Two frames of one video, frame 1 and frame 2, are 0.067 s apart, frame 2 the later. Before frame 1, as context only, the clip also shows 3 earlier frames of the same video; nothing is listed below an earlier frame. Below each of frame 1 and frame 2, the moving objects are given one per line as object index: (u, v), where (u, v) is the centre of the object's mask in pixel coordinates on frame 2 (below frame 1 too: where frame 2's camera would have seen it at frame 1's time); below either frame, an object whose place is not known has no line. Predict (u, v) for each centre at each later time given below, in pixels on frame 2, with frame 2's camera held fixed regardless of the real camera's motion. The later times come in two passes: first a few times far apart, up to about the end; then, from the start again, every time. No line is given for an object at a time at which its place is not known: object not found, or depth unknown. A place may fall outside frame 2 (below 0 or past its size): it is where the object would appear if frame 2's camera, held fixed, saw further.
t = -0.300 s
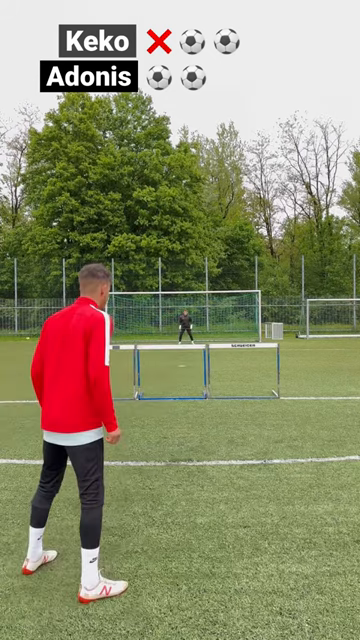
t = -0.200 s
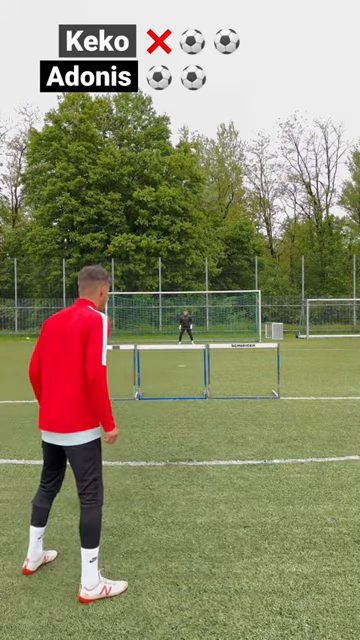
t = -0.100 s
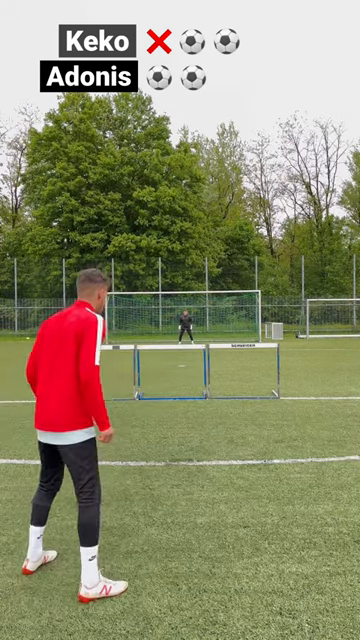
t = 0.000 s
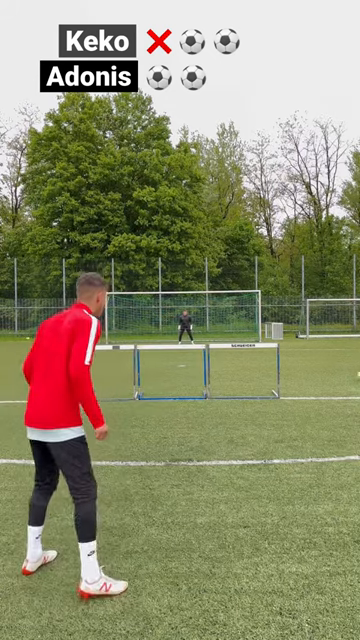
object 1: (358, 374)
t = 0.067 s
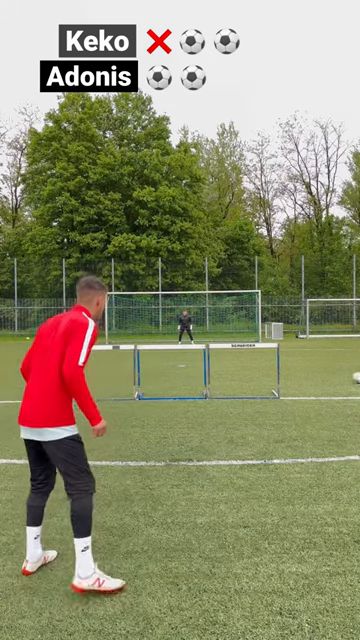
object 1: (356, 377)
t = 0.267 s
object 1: (344, 384)
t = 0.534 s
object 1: (325, 393)
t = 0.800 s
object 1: (302, 403)
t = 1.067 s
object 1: (272, 415)
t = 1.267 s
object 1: (246, 427)
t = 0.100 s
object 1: (355, 379)
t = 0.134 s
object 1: (353, 380)
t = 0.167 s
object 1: (351, 381)
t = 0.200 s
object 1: (349, 381)
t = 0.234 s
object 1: (347, 383)
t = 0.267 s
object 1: (344, 384)
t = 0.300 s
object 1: (342, 385)
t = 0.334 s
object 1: (340, 386)
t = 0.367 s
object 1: (337, 387)
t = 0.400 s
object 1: (334, 389)
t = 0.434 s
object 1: (333, 389)
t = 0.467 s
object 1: (330, 391)
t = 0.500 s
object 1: (328, 392)
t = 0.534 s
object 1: (325, 393)
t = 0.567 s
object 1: (323, 394)
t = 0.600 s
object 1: (320, 395)
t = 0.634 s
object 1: (317, 397)
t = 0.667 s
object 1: (314, 398)
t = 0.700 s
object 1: (311, 399)
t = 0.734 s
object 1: (308, 401)
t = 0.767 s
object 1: (305, 402)
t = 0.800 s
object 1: (302, 403)
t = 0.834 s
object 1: (299, 405)
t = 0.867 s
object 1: (295, 406)
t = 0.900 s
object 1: (291, 408)
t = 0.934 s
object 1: (288, 409)
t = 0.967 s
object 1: (284, 410)
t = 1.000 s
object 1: (280, 412)
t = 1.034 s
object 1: (276, 414)
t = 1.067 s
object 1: (272, 415)
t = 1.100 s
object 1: (268, 417)
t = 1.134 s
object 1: (264, 419)
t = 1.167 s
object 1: (259, 420)
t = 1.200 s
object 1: (255, 423)
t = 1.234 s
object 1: (250, 424)
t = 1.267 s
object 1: (246, 427)
